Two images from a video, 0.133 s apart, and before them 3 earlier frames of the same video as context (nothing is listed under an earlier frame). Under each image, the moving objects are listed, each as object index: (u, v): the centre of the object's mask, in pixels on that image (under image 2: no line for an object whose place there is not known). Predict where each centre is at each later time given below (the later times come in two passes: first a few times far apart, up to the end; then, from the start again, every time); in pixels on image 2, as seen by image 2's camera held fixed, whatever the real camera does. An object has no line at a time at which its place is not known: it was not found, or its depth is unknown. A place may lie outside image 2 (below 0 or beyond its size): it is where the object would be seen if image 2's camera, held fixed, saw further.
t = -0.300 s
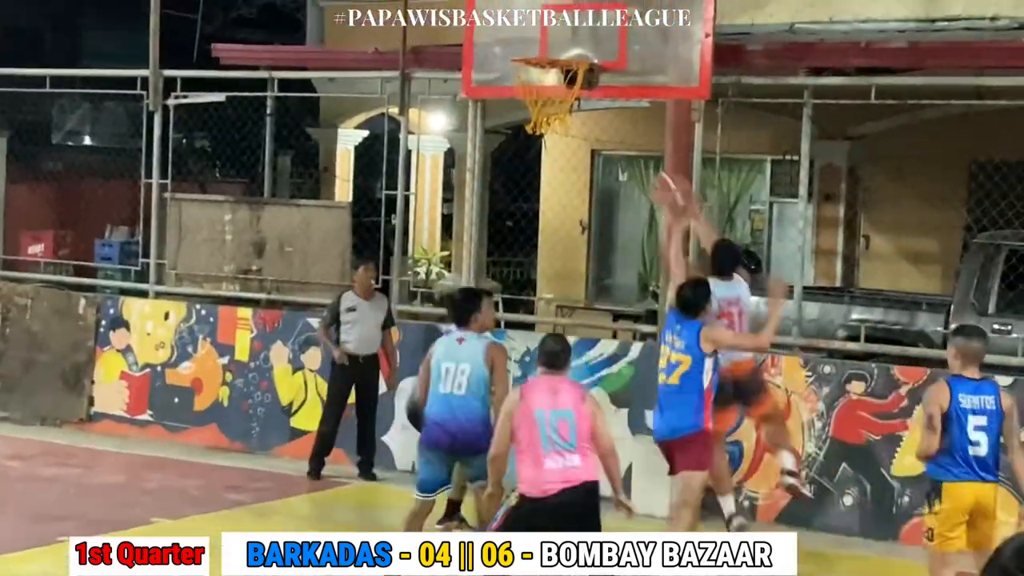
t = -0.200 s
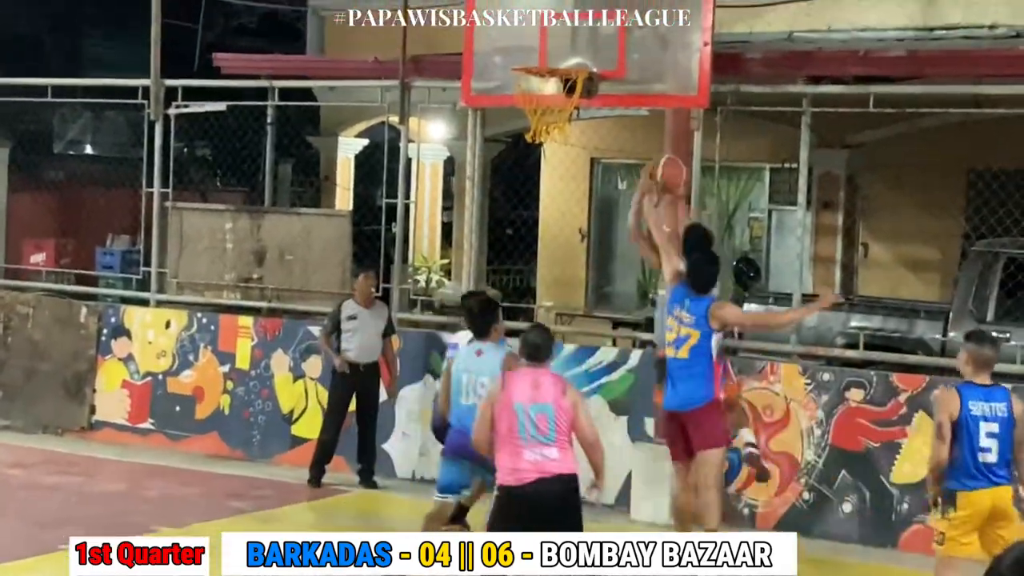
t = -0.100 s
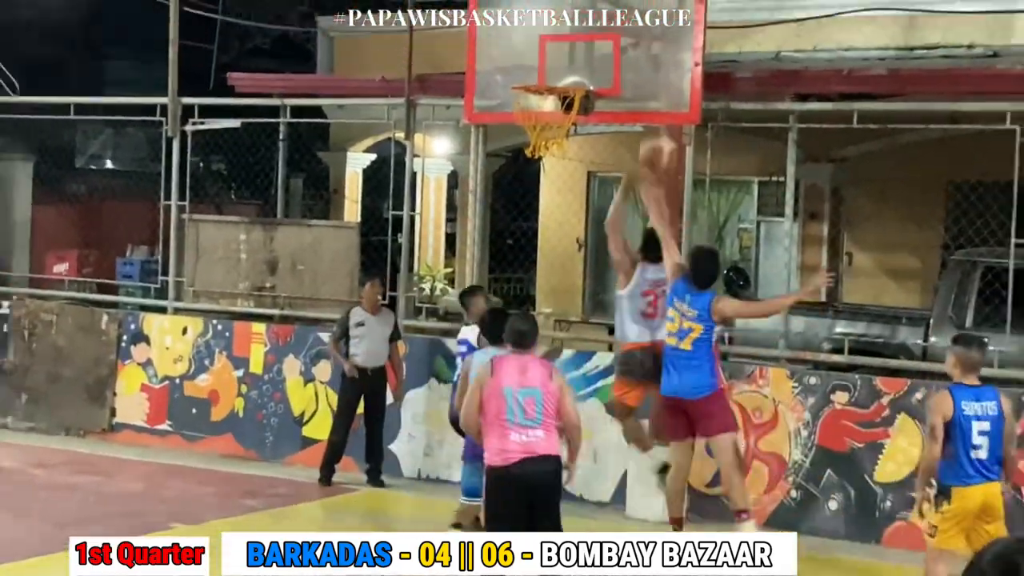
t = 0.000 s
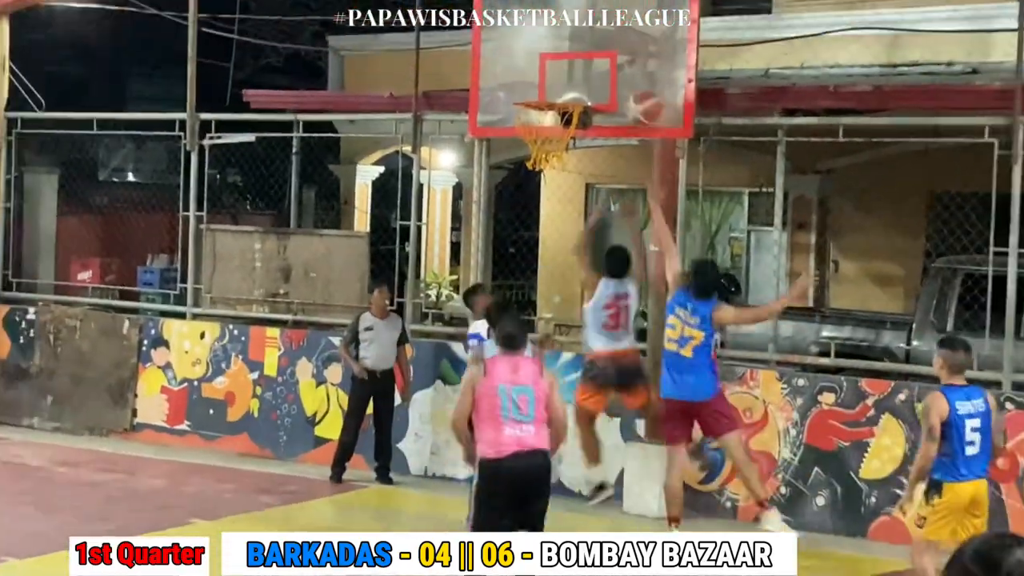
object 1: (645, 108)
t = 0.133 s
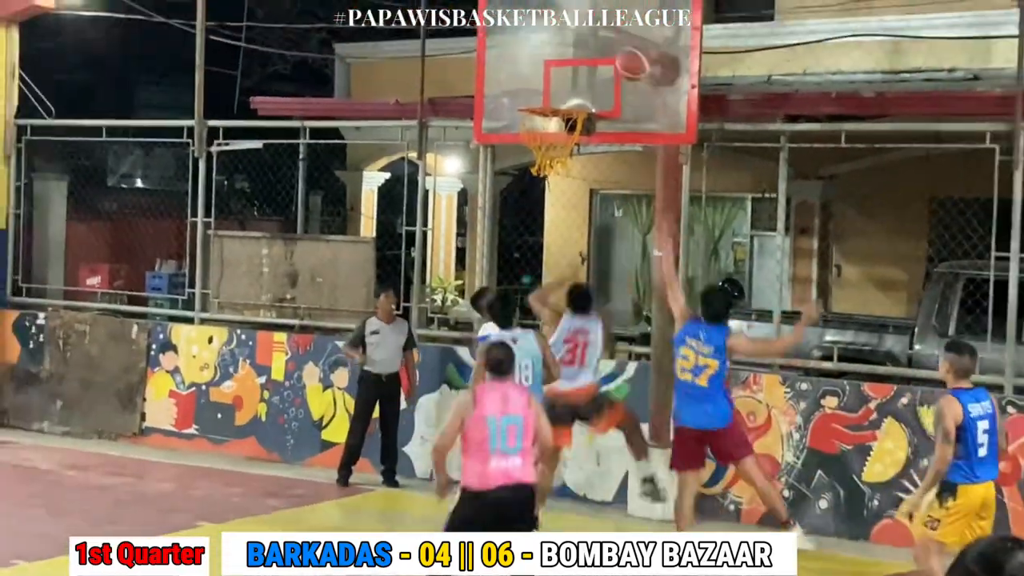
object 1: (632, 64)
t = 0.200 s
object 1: (629, 47)
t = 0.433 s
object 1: (583, 50)
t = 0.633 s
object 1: (540, 110)
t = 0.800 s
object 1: (548, 136)
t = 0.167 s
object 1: (625, 57)
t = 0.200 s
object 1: (629, 47)
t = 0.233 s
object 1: (630, 45)
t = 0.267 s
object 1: (616, 41)
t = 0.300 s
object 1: (610, 40)
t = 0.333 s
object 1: (604, 41)
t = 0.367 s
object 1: (596, 42)
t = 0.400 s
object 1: (590, 44)
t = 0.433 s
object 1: (583, 50)
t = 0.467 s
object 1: (576, 59)
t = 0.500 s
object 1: (568, 67)
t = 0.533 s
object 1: (559, 76)
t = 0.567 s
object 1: (553, 87)
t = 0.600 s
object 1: (545, 98)
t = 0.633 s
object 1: (540, 110)
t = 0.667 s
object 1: (537, 121)
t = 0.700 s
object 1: (542, 129)
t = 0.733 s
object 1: (549, 134)
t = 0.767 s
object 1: (548, 136)
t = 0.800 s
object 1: (548, 136)
